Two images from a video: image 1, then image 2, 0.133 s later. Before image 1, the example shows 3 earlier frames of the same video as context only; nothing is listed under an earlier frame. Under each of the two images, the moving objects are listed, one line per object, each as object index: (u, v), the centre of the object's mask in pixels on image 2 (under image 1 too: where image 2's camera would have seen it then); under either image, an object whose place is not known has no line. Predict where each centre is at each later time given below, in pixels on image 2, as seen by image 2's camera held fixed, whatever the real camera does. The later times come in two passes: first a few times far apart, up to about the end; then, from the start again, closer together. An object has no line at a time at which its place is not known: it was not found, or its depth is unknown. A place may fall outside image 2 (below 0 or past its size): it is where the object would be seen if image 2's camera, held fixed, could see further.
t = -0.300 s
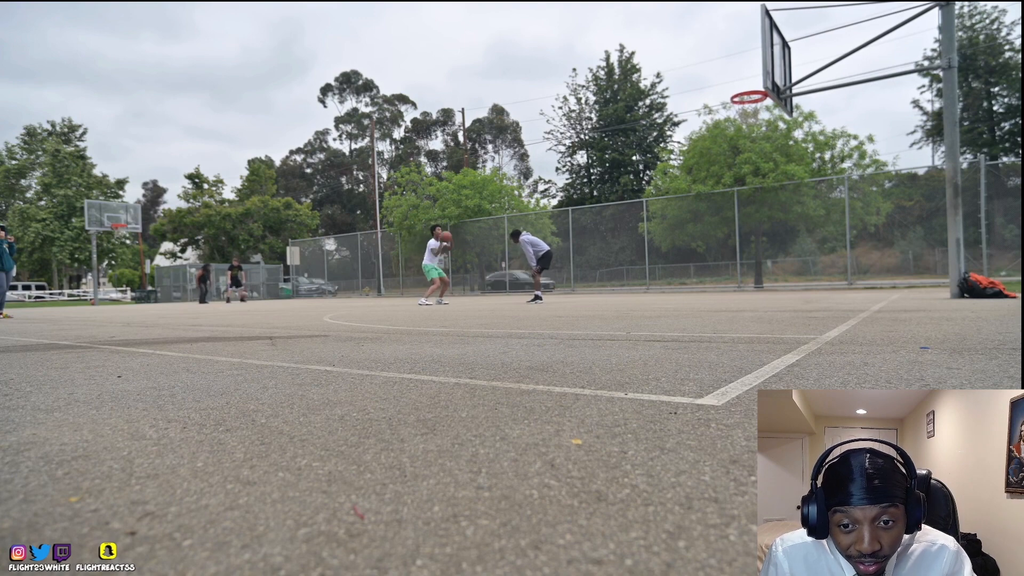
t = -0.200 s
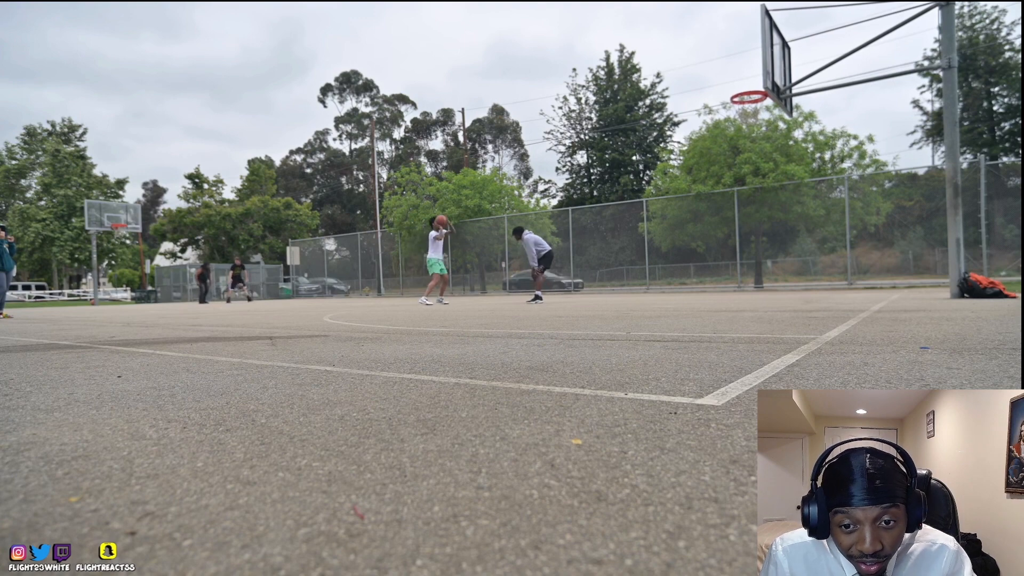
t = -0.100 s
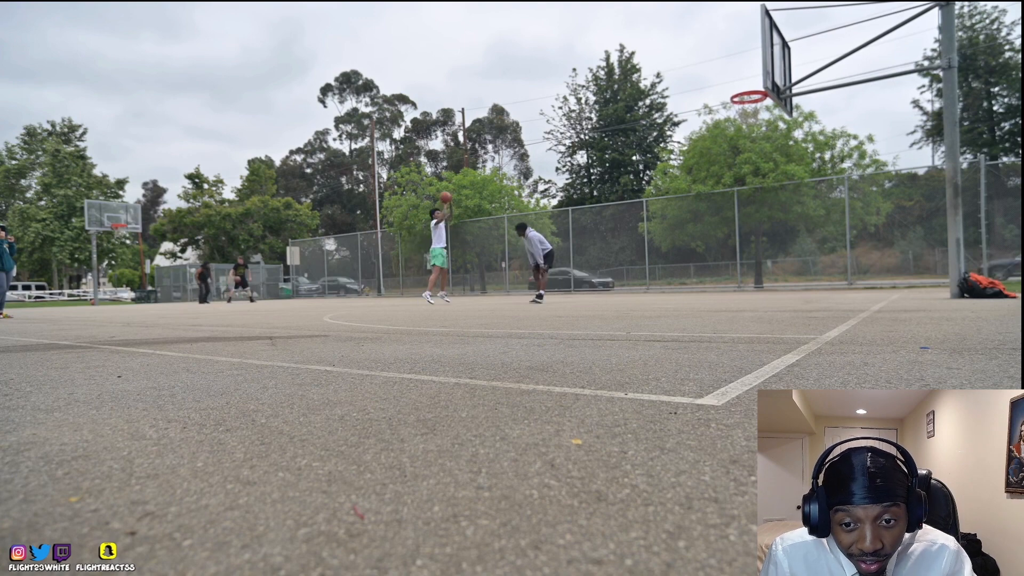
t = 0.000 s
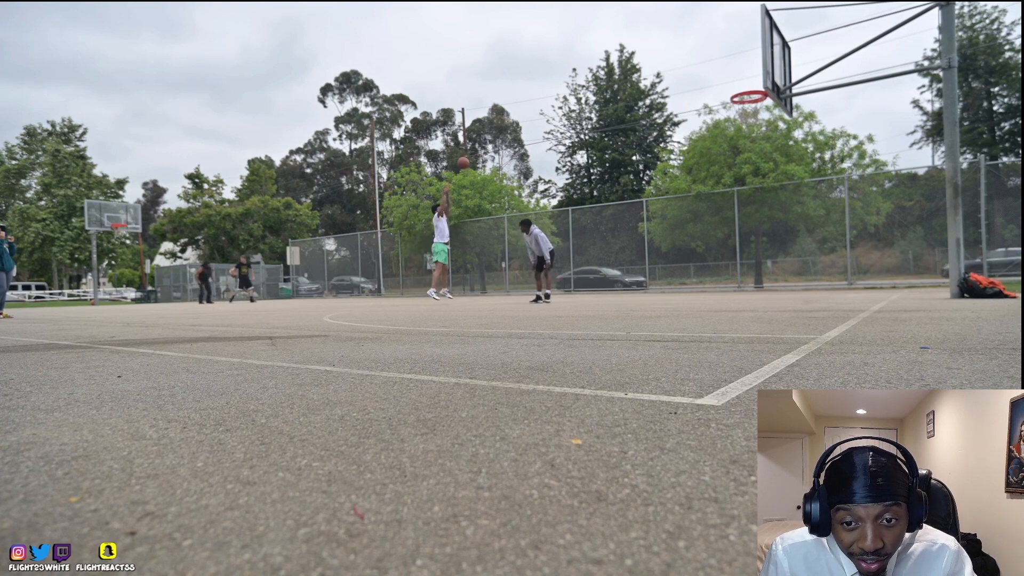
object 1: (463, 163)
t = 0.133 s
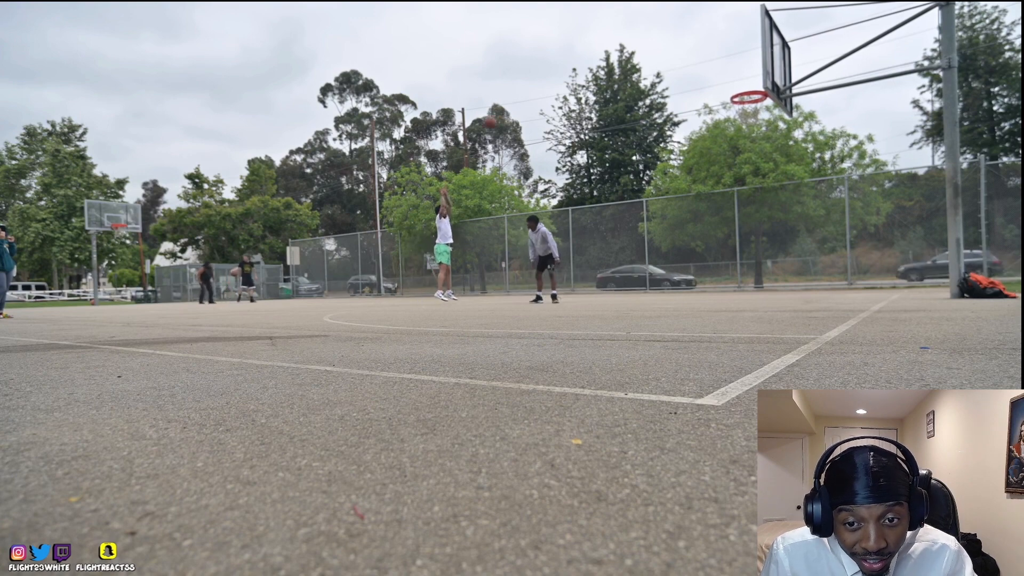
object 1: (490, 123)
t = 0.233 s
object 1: (510, 97)
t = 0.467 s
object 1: (562, 52)
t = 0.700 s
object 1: (620, 34)
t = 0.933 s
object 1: (687, 49)
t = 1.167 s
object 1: (755, 101)
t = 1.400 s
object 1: (743, 106)
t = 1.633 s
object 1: (753, 113)
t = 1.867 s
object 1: (748, 140)
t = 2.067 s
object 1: (745, 186)
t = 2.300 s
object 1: (742, 269)
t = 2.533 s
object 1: (741, 241)
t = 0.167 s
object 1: (497, 113)
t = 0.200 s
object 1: (503, 105)
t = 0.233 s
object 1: (510, 97)
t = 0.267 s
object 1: (517, 89)
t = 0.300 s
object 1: (525, 82)
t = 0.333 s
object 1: (532, 75)
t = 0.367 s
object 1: (539, 68)
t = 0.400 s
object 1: (547, 62)
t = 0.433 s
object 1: (554, 57)
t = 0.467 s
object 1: (562, 52)
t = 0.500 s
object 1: (570, 48)
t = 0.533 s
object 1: (578, 44)
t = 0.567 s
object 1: (586, 40)
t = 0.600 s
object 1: (594, 38)
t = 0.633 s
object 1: (603, 36)
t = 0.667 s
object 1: (611, 34)
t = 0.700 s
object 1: (620, 34)
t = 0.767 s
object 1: (638, 34)
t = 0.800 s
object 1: (647, 36)
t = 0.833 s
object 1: (657, 38)
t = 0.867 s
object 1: (667, 41)
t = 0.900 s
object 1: (677, 45)
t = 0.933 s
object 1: (687, 49)
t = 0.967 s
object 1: (697, 55)
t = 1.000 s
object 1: (708, 60)
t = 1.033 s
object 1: (718, 67)
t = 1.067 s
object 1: (729, 75)
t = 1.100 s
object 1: (741, 84)
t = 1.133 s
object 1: (750, 90)
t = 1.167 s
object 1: (755, 101)
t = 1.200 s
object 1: (751, 103)
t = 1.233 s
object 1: (744, 107)
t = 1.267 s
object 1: (741, 109)
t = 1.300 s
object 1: (739, 110)
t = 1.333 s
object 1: (739, 110)
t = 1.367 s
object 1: (741, 109)
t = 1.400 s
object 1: (743, 106)
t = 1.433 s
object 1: (746, 105)
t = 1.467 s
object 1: (748, 105)
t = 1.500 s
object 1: (750, 105)
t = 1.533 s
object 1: (751, 107)
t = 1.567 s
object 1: (752, 109)
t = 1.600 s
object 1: (753, 110)
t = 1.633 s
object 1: (753, 113)
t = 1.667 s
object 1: (752, 116)
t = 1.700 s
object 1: (751, 119)
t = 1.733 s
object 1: (751, 123)
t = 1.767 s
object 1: (750, 126)
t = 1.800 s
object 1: (749, 130)
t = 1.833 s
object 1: (749, 135)
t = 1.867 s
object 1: (748, 140)
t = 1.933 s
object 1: (747, 152)
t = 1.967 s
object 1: (746, 159)
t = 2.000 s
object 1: (746, 167)
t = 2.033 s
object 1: (745, 177)
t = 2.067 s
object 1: (745, 186)
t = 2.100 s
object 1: (745, 196)
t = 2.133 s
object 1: (744, 206)
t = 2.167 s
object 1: (743, 217)
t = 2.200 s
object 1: (743, 230)
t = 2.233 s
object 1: (743, 242)
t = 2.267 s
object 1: (743, 256)
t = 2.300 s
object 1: (742, 269)
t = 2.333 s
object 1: (742, 284)
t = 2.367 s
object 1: (741, 291)
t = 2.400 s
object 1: (741, 280)
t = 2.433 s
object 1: (741, 269)
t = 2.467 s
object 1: (741, 259)
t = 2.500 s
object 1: (740, 250)
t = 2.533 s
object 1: (741, 241)
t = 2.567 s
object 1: (740, 233)
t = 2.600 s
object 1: (740, 226)
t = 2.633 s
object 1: (740, 220)
